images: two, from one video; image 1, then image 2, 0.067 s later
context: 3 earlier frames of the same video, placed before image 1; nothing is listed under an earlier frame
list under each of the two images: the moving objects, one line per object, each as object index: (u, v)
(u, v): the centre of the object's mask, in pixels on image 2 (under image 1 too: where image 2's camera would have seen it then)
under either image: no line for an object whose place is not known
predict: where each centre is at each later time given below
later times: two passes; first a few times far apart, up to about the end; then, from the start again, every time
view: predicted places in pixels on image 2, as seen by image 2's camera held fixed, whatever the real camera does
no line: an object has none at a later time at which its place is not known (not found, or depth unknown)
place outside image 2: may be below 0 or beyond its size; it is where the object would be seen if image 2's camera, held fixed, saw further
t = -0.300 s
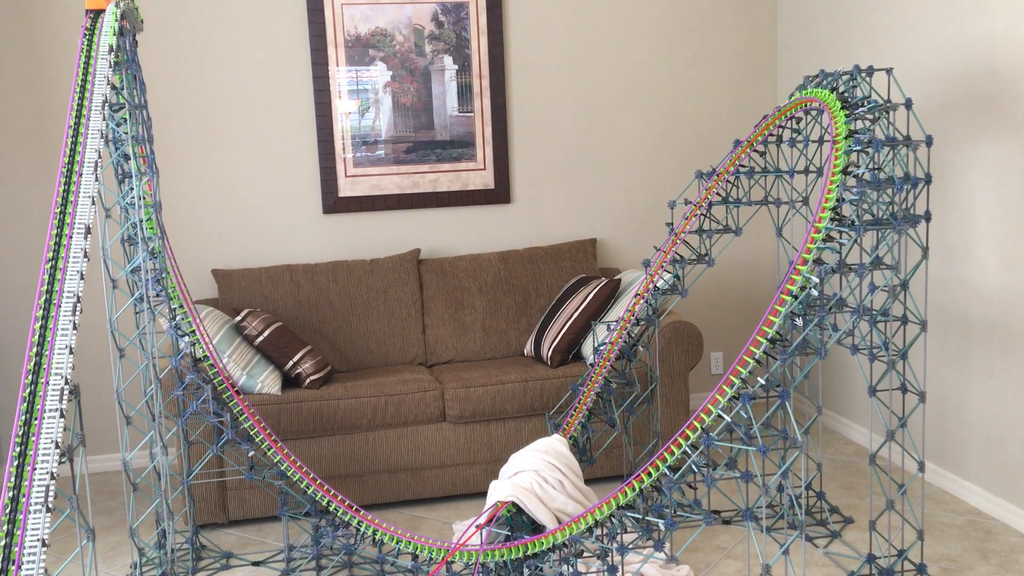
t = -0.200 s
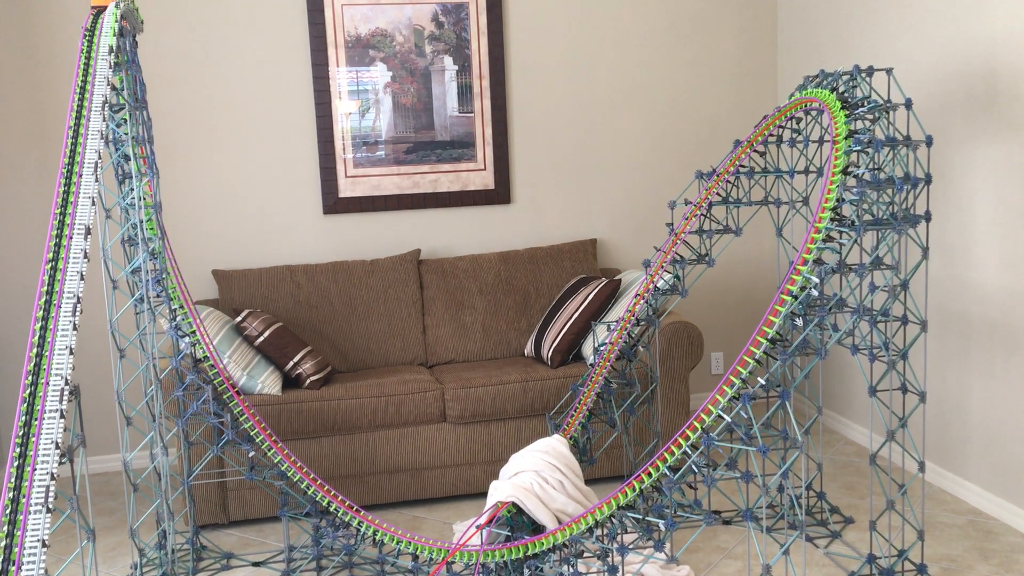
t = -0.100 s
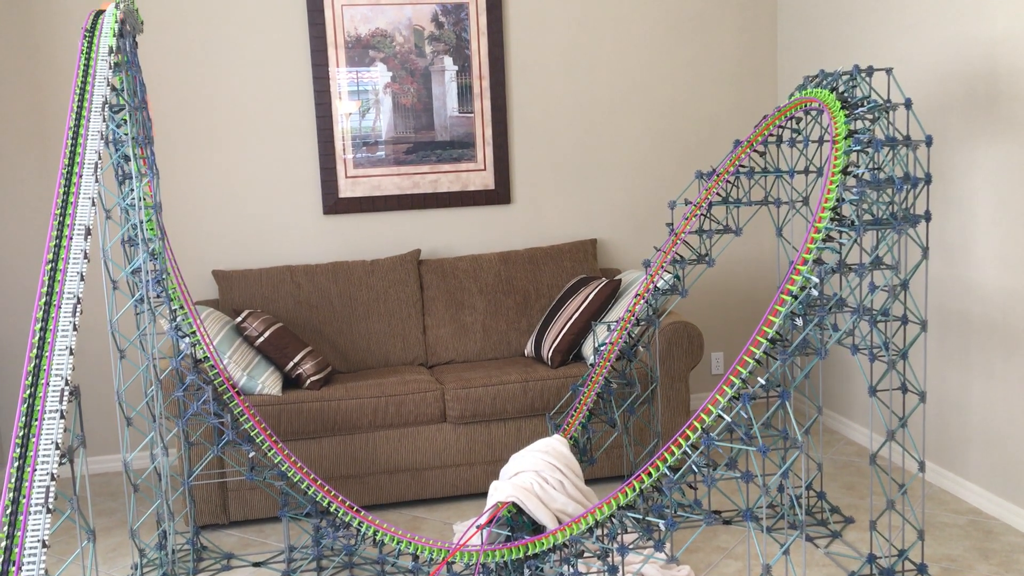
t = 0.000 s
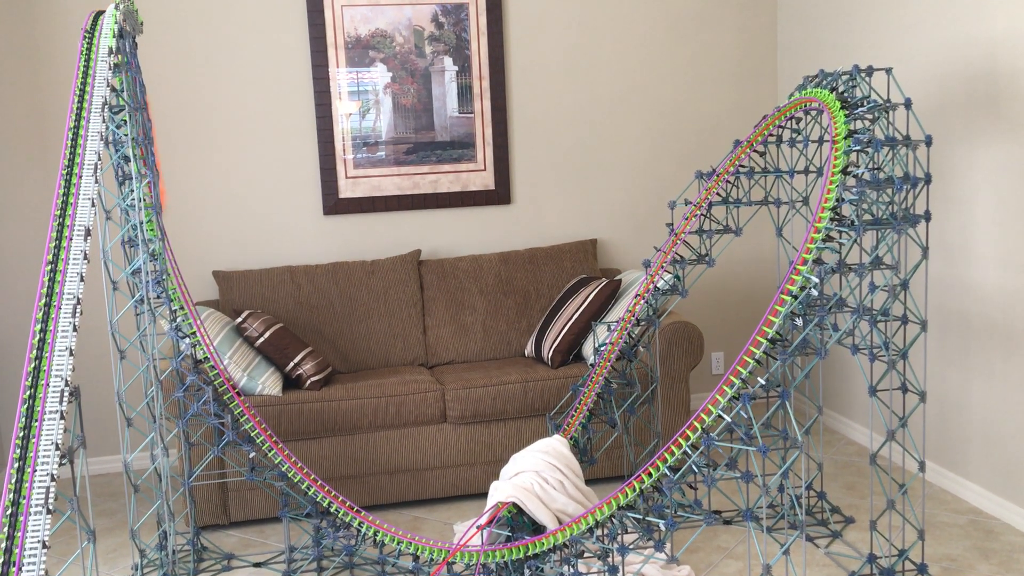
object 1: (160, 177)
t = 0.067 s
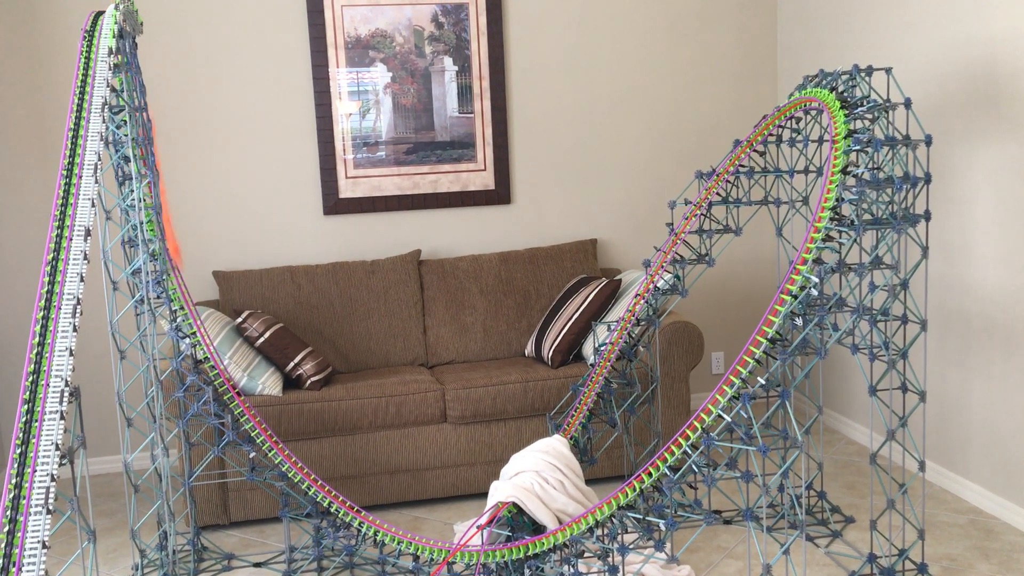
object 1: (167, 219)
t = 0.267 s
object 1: (259, 413)
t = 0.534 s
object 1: (571, 508)
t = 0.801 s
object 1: (787, 255)
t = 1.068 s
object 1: (816, 133)
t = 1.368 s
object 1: (777, 125)
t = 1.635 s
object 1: (698, 208)
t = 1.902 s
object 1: (576, 409)
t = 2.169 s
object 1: (567, 425)
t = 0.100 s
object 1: (172, 235)
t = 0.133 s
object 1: (180, 263)
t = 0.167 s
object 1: (193, 298)
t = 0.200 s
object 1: (210, 335)
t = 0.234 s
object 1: (233, 375)
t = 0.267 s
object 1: (259, 413)
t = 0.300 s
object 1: (288, 446)
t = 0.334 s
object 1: (319, 475)
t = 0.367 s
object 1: (358, 503)
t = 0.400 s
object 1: (393, 521)
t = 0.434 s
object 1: (442, 534)
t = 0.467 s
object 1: (484, 536)
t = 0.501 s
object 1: (530, 527)
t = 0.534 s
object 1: (571, 508)
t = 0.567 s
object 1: (610, 483)
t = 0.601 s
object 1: (647, 452)
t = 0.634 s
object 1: (677, 421)
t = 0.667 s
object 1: (706, 385)
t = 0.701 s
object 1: (730, 352)
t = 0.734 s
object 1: (753, 318)
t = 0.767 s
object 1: (772, 285)
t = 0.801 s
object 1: (787, 255)
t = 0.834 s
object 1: (798, 232)
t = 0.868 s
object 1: (806, 210)
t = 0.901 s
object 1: (812, 192)
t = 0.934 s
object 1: (815, 176)
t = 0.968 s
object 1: (818, 162)
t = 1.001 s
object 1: (818, 152)
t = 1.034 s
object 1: (818, 141)
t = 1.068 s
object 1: (816, 133)
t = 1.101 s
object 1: (814, 127)
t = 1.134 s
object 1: (809, 120)
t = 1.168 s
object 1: (805, 119)
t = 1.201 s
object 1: (801, 117)
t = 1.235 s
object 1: (797, 117)
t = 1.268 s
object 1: (792, 118)
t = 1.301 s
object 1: (787, 119)
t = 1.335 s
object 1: (782, 122)
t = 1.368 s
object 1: (777, 125)
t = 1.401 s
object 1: (770, 129)
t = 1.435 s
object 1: (763, 135)
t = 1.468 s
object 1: (756, 141)
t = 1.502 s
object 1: (746, 151)
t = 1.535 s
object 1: (737, 161)
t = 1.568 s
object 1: (725, 174)
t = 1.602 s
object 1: (712, 189)
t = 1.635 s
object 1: (698, 208)
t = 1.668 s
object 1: (684, 228)
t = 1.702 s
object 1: (668, 250)
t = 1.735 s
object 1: (652, 276)
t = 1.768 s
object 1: (637, 302)
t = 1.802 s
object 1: (619, 333)
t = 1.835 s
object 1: (601, 365)
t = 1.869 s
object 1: (588, 388)
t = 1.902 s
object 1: (576, 409)
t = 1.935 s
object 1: (568, 422)
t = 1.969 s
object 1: (565, 428)
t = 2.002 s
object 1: (564, 430)
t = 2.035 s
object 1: (563, 430)
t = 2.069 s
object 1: (564, 429)
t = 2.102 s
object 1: (565, 428)
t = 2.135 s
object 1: (566, 426)
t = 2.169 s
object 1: (567, 425)
